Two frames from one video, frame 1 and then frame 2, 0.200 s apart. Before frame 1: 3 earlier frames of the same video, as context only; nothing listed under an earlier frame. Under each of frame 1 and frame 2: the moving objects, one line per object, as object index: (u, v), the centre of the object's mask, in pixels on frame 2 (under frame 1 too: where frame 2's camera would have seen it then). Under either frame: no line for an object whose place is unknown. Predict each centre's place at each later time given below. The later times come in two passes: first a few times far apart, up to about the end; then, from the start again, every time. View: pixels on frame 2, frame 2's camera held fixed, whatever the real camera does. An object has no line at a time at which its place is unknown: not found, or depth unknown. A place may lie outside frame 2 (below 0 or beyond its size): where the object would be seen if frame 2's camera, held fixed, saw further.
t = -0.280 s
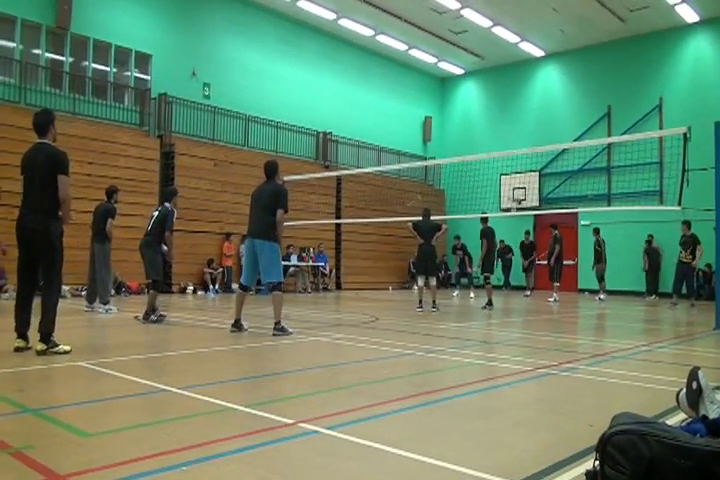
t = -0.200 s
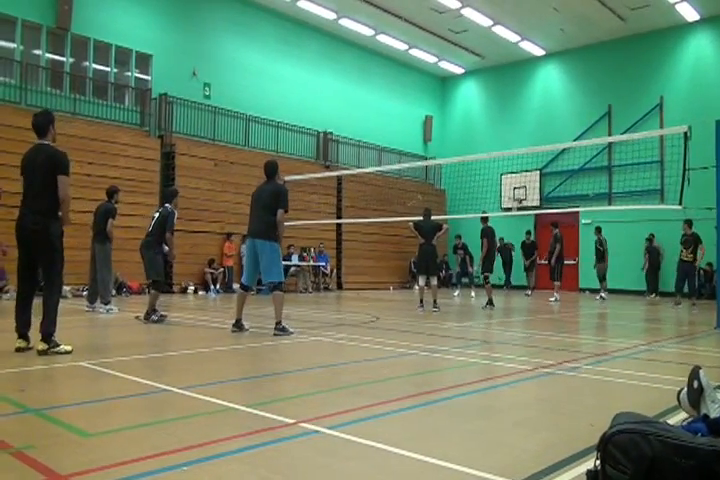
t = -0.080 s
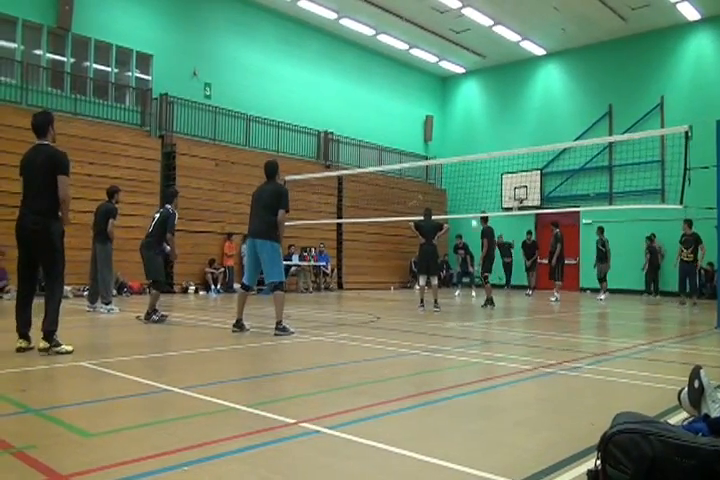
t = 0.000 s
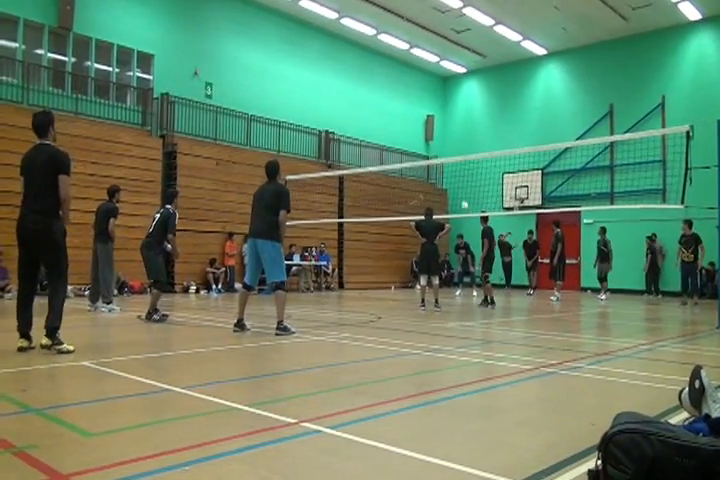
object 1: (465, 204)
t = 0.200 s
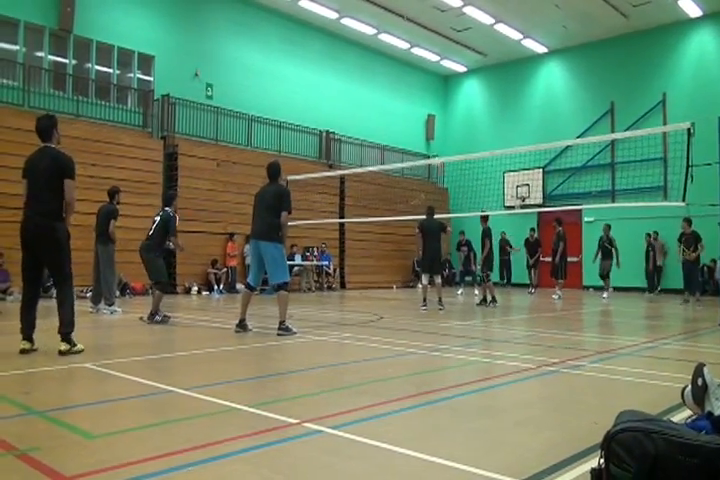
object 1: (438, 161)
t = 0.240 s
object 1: (431, 154)
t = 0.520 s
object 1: (378, 110)
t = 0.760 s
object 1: (316, 98)
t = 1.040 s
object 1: (216, 135)
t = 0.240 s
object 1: (431, 154)
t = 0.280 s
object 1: (424, 146)
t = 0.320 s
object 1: (417, 139)
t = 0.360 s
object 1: (410, 133)
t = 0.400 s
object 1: (402, 126)
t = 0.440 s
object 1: (394, 120)
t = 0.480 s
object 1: (386, 114)
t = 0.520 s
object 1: (378, 110)
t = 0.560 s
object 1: (369, 106)
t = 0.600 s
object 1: (358, 102)
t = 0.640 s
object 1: (348, 99)
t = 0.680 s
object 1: (338, 98)
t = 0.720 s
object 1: (327, 98)
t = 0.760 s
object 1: (316, 98)
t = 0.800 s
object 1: (304, 99)
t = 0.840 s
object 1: (291, 101)
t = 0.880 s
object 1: (278, 104)
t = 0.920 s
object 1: (264, 109)
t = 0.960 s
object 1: (249, 116)
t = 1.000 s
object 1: (233, 123)
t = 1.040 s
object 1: (216, 135)
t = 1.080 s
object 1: (199, 147)
